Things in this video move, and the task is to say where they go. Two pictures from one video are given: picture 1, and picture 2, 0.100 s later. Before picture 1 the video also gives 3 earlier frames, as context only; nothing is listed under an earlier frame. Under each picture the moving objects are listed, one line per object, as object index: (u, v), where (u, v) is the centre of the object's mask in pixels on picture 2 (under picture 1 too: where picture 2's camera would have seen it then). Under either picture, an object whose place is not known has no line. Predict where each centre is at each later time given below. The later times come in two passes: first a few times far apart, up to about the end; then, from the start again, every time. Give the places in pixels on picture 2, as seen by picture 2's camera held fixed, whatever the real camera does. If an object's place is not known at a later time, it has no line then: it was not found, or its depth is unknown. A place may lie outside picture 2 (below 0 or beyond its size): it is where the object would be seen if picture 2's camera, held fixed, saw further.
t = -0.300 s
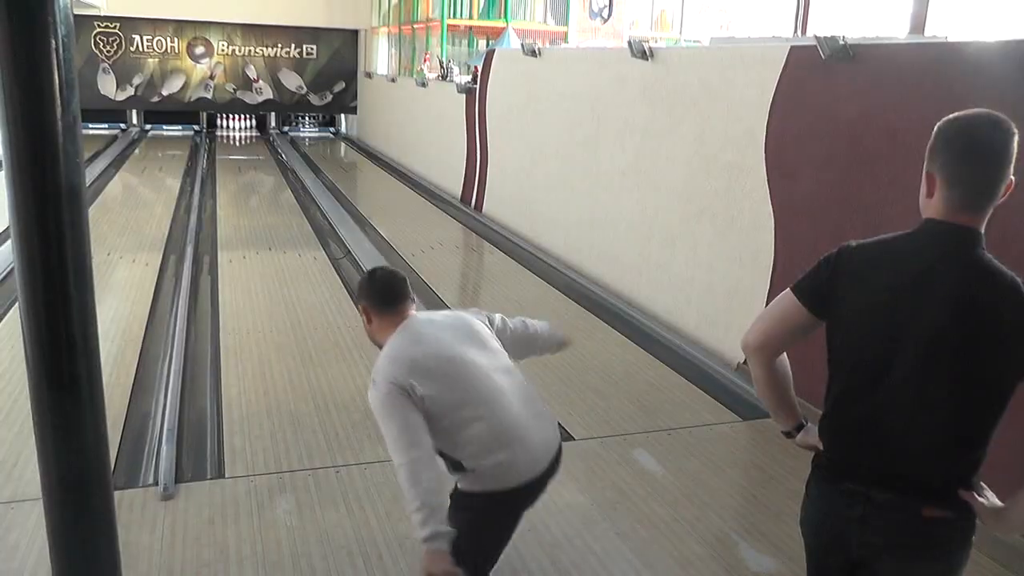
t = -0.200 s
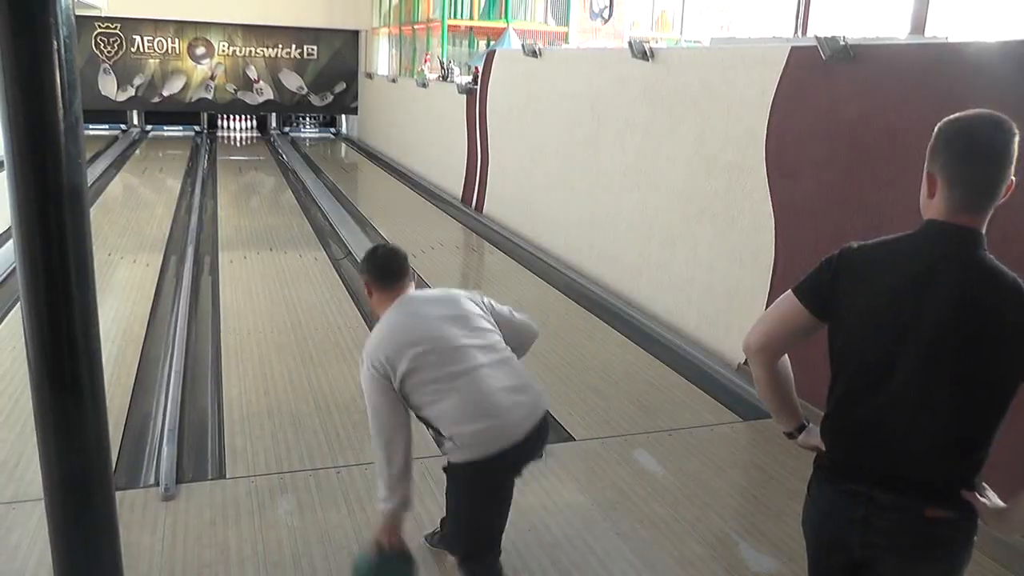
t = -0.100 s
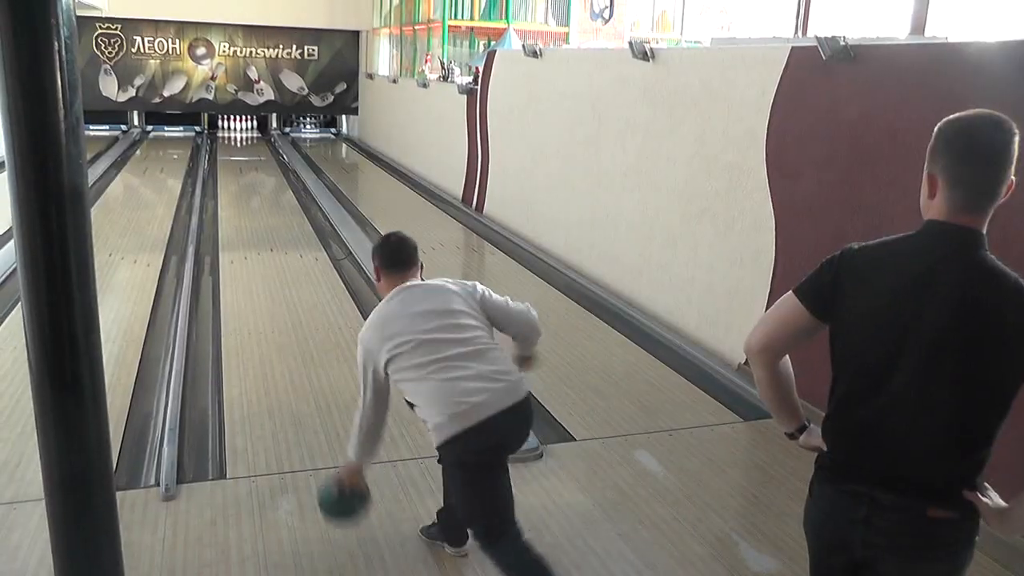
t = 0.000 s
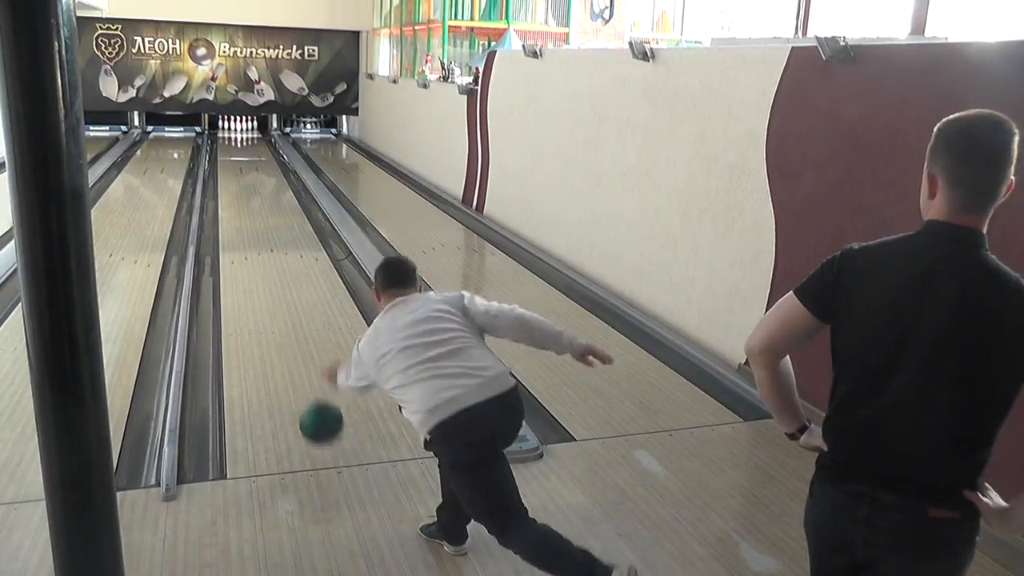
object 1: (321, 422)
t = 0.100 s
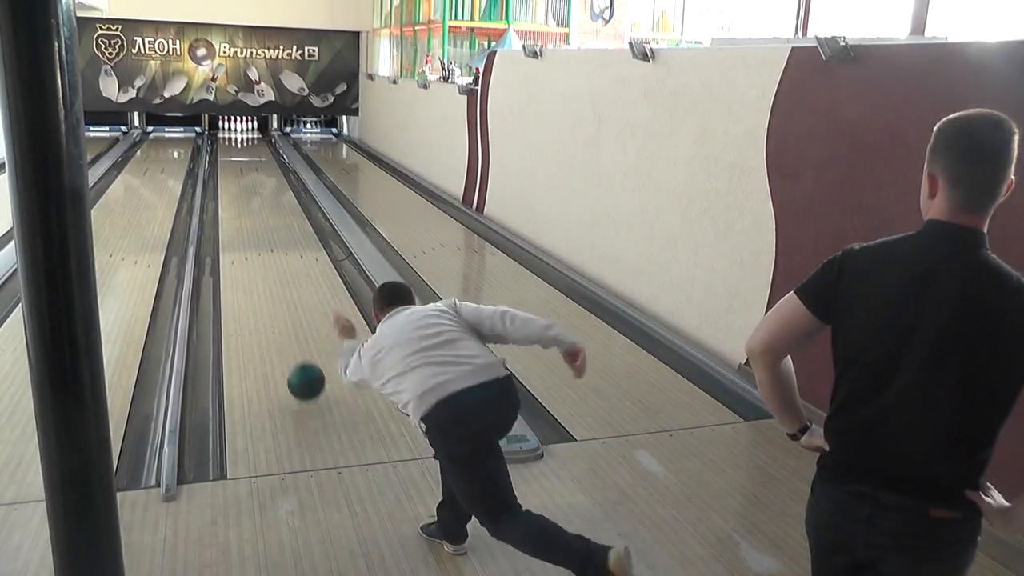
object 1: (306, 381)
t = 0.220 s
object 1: (293, 340)
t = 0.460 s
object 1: (276, 275)
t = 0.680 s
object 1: (267, 238)
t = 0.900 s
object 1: (260, 211)
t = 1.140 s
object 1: (255, 191)
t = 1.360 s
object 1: (252, 177)
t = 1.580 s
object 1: (248, 166)
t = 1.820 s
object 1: (247, 156)
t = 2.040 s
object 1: (245, 148)
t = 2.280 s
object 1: (243, 142)
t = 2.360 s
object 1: (243, 141)
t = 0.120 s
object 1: (304, 377)
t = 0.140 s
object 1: (301, 371)
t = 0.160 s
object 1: (299, 362)
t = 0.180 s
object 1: (297, 353)
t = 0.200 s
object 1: (295, 346)
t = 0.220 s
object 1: (293, 340)
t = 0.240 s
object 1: (291, 333)
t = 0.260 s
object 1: (289, 326)
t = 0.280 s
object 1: (288, 320)
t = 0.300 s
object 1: (286, 314)
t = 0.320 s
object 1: (285, 309)
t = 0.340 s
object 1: (283, 303)
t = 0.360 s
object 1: (282, 298)
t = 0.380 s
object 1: (281, 293)
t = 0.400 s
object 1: (279, 288)
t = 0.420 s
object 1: (278, 283)
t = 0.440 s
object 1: (277, 279)
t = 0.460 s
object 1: (276, 275)
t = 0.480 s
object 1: (275, 271)
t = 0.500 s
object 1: (274, 267)
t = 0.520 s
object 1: (273, 263)
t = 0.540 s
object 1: (272, 259)
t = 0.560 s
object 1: (271, 256)
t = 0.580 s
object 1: (270, 252)
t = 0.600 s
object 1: (269, 249)
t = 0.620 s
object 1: (268, 246)
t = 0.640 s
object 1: (268, 243)
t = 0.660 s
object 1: (267, 240)
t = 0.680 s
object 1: (267, 238)
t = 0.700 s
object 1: (265, 235)
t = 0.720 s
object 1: (265, 232)
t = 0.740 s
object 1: (264, 229)
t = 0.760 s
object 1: (264, 227)
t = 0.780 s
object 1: (263, 225)
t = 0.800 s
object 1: (263, 222)
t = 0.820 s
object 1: (262, 220)
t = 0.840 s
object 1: (261, 218)
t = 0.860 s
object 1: (261, 215)
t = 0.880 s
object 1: (260, 213)
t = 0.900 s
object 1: (260, 211)
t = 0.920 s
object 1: (259, 210)
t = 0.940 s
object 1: (259, 208)
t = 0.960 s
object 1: (258, 206)
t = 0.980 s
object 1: (258, 204)
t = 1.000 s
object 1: (257, 202)
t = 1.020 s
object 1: (257, 200)
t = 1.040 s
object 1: (257, 199)
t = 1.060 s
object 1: (256, 197)
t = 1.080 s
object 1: (256, 196)
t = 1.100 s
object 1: (255, 194)
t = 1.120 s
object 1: (255, 193)
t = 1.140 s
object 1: (255, 191)
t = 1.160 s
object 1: (254, 190)
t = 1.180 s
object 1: (254, 188)
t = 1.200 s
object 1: (254, 187)
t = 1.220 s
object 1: (253, 185)
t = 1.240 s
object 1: (253, 184)
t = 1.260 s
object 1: (253, 183)
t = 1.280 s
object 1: (253, 182)
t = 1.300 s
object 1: (252, 181)
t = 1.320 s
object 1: (252, 179)
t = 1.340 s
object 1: (252, 178)
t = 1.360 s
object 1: (252, 177)
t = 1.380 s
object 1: (251, 176)
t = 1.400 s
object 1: (251, 175)
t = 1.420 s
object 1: (250, 173)
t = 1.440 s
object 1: (250, 172)
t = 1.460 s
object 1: (250, 172)
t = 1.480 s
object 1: (249, 171)
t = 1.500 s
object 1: (249, 169)
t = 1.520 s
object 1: (249, 169)
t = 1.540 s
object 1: (249, 168)
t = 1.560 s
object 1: (249, 167)
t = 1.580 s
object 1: (248, 166)
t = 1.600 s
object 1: (248, 165)
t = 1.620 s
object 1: (248, 164)
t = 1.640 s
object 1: (248, 163)
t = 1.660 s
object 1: (248, 162)
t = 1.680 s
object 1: (248, 161)
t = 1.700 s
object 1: (248, 161)
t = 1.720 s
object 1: (247, 160)
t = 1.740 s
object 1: (247, 159)
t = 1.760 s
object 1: (247, 158)
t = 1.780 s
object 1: (247, 158)
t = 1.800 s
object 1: (247, 156)
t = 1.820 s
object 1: (247, 156)
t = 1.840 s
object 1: (246, 155)
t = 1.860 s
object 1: (246, 154)
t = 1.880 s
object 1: (246, 154)
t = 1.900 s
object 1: (246, 153)
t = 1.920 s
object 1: (246, 153)
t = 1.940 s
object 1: (246, 153)
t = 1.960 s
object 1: (245, 151)
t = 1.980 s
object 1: (245, 150)
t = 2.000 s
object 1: (245, 149)
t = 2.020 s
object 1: (245, 149)
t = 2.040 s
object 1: (245, 148)
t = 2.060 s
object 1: (245, 148)
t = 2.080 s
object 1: (244, 147)
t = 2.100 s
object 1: (244, 147)
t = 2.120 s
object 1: (244, 146)
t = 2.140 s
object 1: (244, 146)
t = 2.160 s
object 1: (244, 145)
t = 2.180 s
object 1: (244, 145)
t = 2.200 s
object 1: (244, 144)
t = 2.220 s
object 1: (243, 143)
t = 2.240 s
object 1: (243, 143)
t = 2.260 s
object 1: (243, 143)
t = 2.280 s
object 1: (243, 142)
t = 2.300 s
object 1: (243, 142)
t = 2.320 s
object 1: (243, 141)
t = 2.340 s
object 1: (243, 141)
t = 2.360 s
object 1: (243, 141)
